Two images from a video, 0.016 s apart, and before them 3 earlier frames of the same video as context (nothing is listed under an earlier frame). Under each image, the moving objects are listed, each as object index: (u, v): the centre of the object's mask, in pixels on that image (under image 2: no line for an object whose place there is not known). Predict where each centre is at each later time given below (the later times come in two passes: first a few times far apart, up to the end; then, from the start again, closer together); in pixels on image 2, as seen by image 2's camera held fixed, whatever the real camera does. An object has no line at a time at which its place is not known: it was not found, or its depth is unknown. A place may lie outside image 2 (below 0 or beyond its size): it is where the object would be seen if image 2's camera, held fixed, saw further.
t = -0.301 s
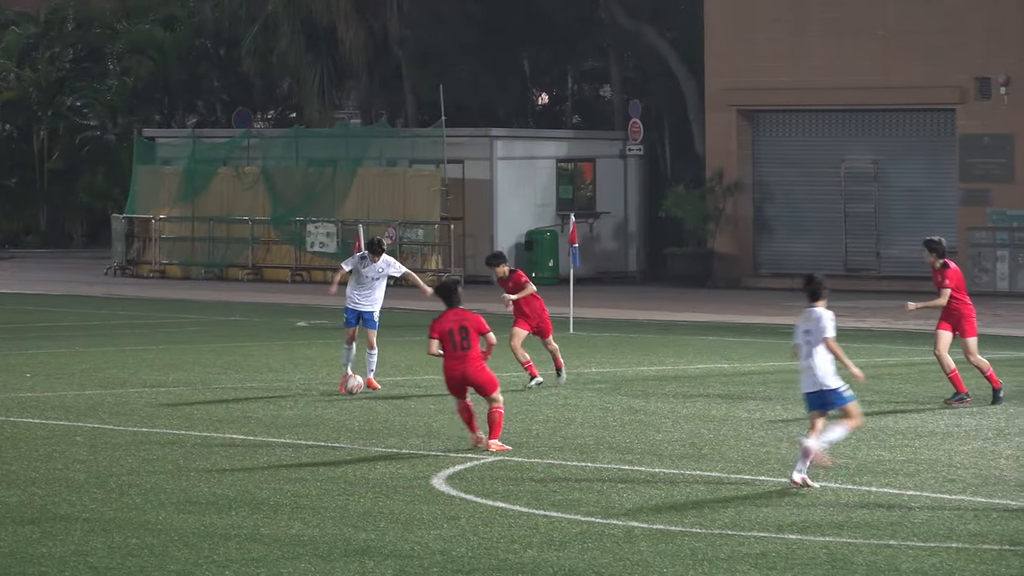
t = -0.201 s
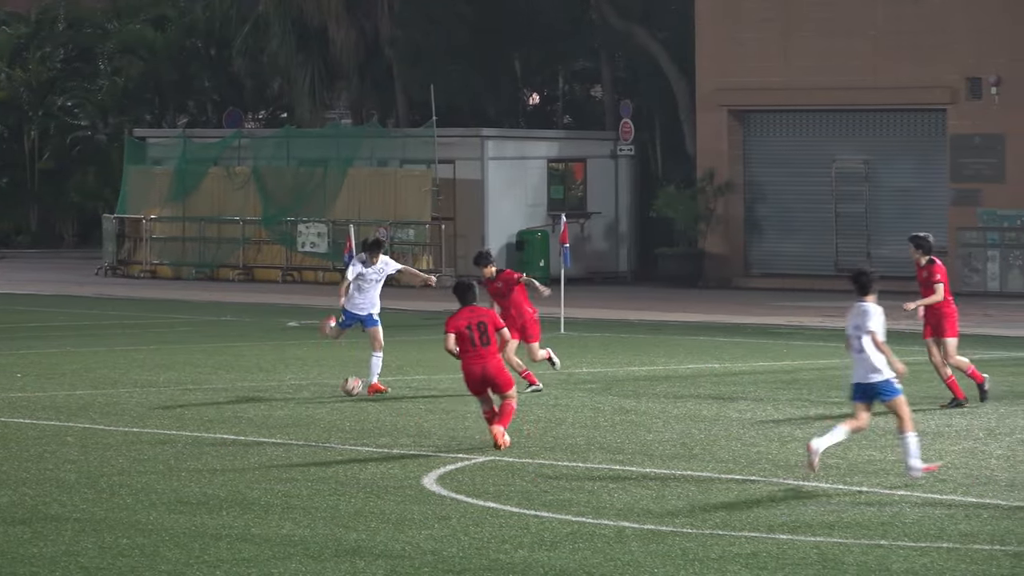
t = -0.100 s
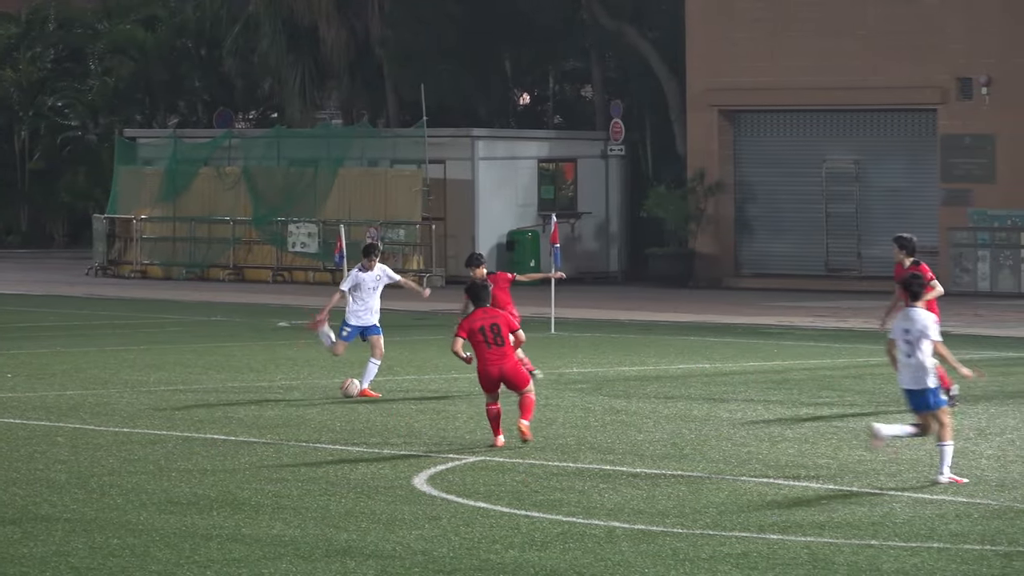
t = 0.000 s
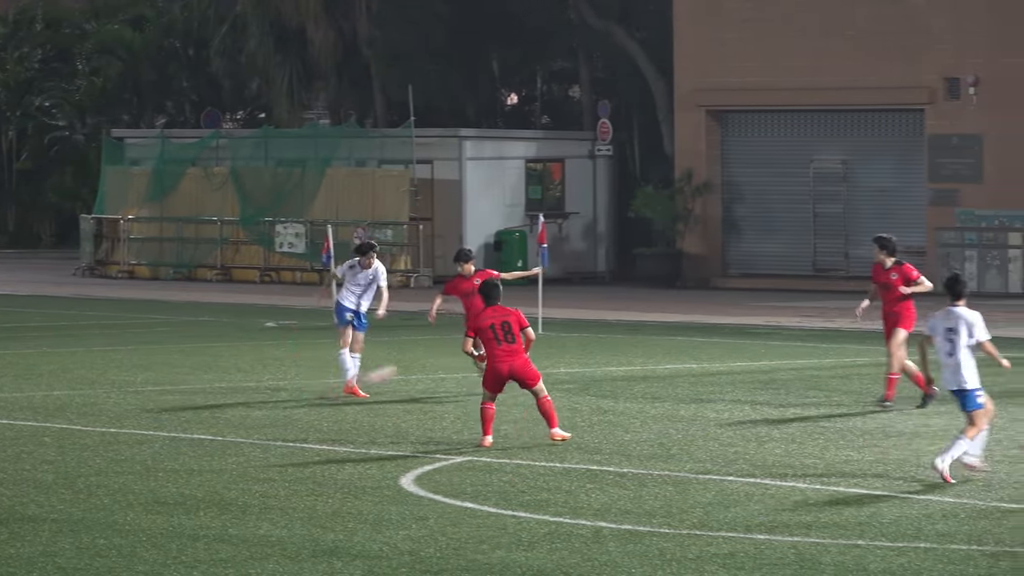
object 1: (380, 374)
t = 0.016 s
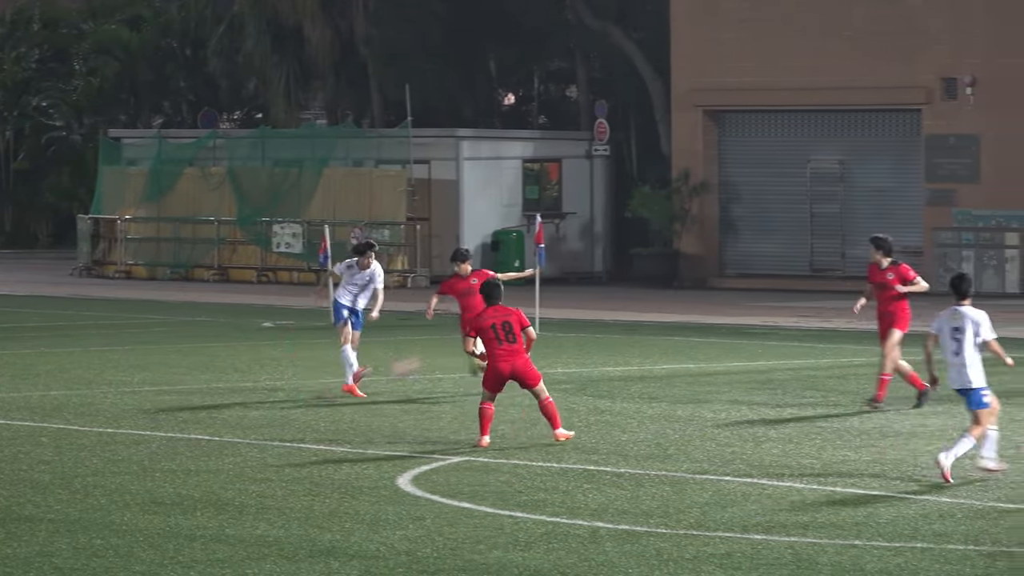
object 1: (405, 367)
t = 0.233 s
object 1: (800, 261)
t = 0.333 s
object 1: (984, 221)
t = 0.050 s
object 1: (463, 348)
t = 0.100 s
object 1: (562, 320)
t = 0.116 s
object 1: (588, 312)
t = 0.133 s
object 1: (617, 305)
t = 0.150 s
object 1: (646, 297)
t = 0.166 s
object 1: (676, 290)
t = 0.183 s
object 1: (707, 282)
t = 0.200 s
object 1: (738, 275)
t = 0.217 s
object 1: (768, 267)
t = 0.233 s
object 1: (800, 261)
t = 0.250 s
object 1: (829, 254)
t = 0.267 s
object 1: (859, 248)
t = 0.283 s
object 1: (893, 239)
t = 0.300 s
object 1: (921, 234)
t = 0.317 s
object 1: (953, 228)
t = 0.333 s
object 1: (984, 221)
